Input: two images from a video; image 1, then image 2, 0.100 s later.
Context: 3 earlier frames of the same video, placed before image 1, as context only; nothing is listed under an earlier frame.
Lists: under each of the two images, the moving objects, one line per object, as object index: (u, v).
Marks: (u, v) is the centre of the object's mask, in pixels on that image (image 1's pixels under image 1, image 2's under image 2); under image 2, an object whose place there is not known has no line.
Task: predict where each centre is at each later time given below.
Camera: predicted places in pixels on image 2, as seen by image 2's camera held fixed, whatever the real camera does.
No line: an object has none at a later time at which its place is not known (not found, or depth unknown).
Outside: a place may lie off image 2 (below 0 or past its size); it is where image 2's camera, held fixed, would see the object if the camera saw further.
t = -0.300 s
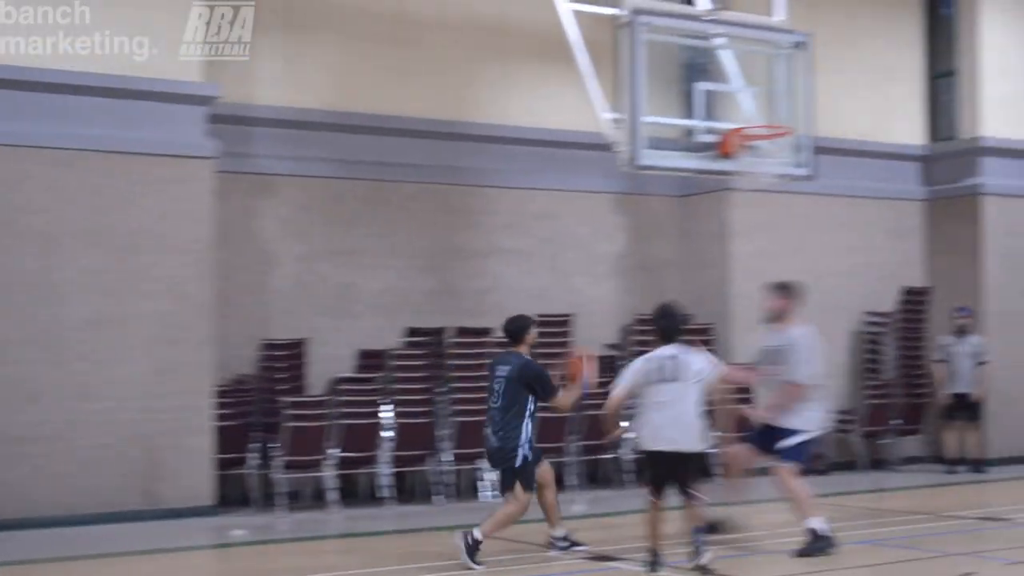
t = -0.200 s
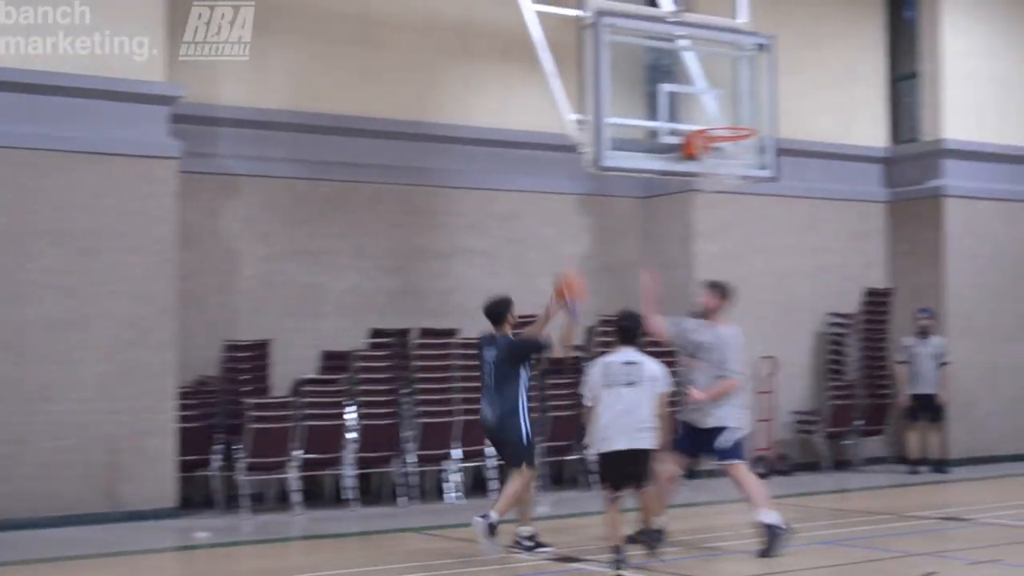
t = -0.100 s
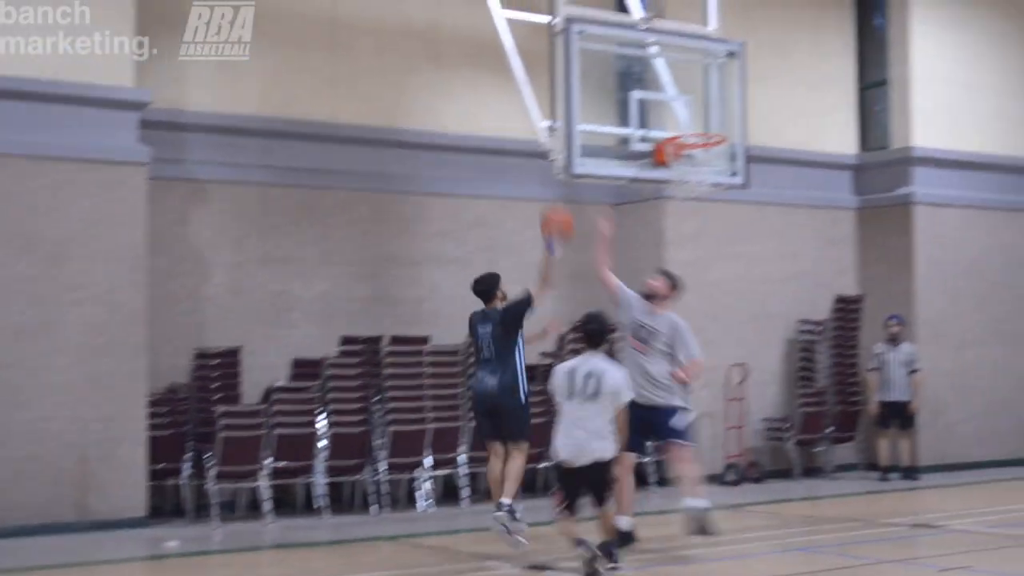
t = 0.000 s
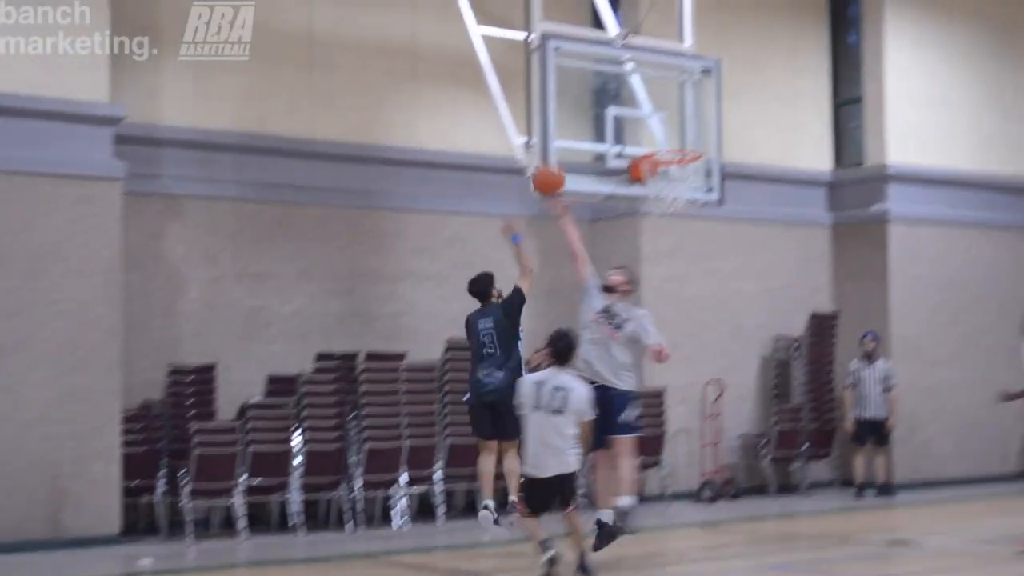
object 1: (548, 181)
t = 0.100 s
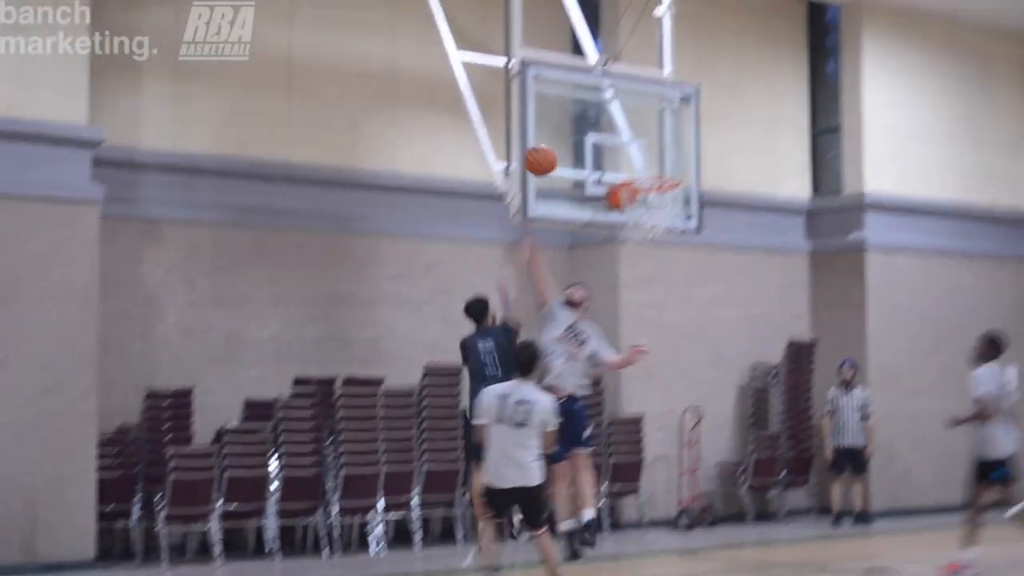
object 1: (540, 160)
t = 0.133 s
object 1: (545, 149)
